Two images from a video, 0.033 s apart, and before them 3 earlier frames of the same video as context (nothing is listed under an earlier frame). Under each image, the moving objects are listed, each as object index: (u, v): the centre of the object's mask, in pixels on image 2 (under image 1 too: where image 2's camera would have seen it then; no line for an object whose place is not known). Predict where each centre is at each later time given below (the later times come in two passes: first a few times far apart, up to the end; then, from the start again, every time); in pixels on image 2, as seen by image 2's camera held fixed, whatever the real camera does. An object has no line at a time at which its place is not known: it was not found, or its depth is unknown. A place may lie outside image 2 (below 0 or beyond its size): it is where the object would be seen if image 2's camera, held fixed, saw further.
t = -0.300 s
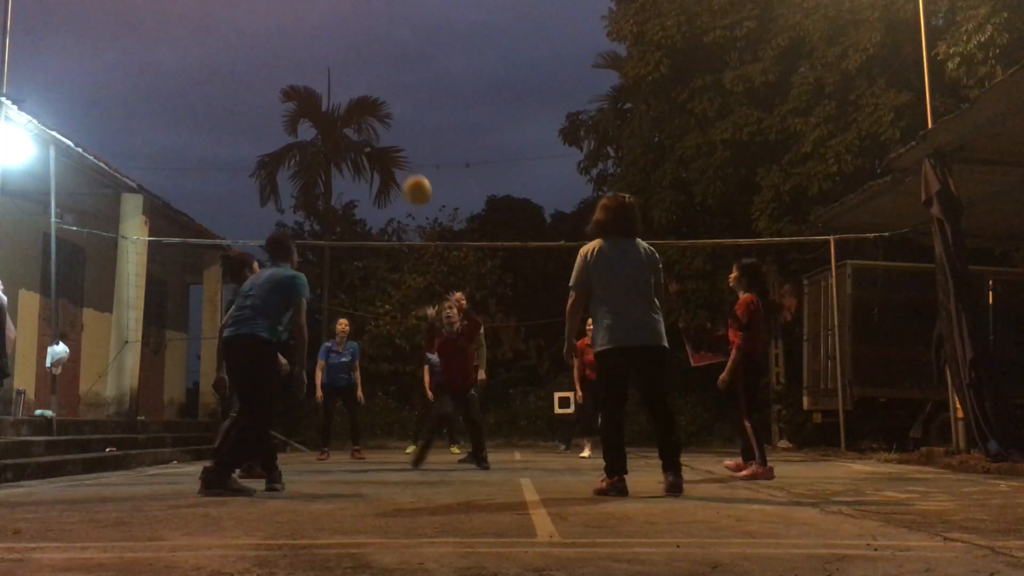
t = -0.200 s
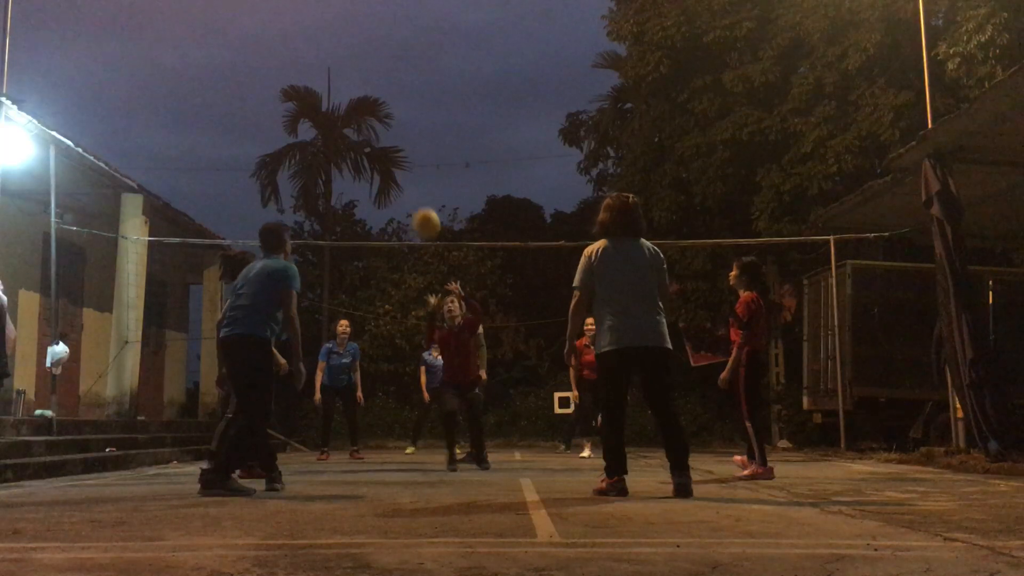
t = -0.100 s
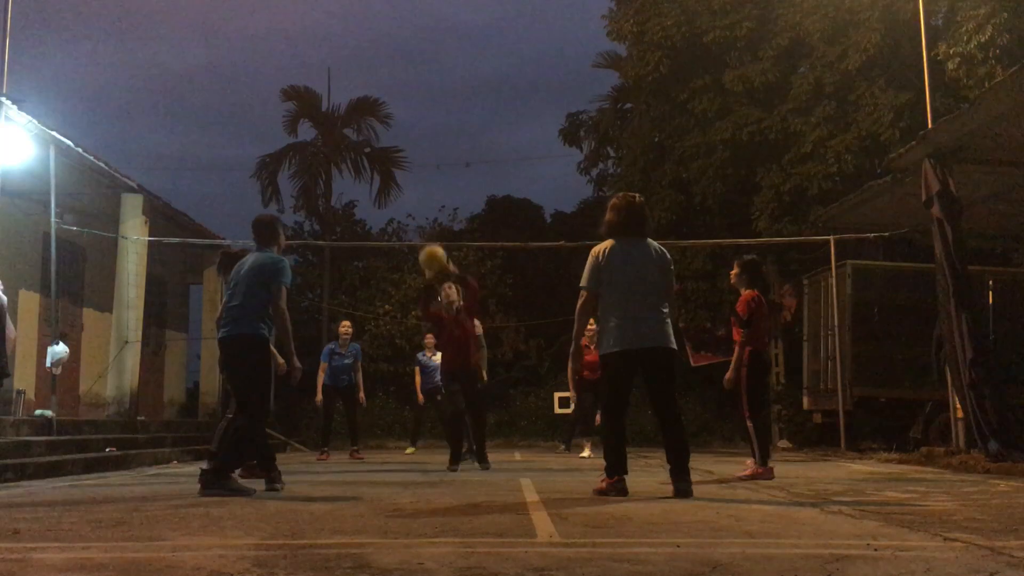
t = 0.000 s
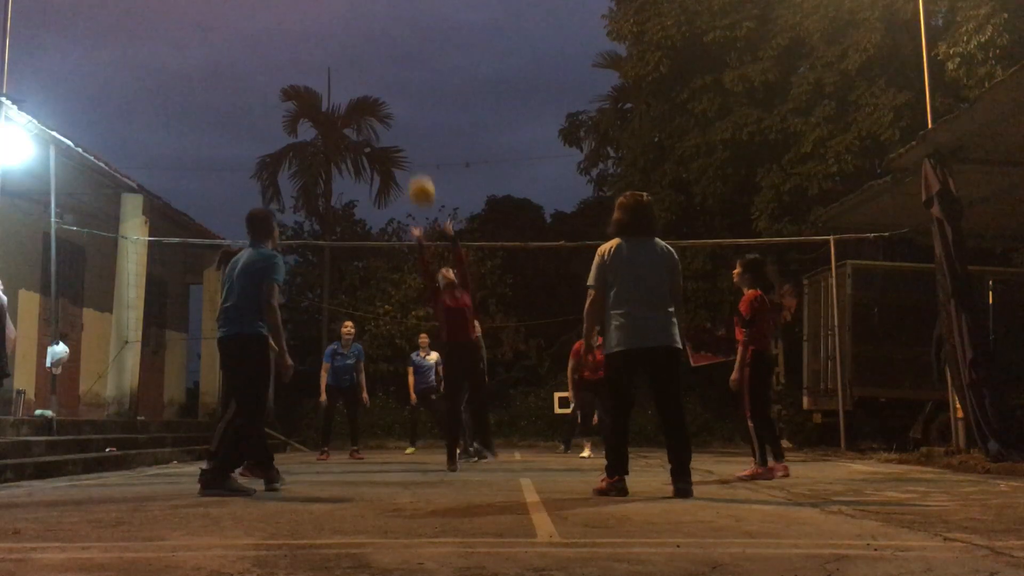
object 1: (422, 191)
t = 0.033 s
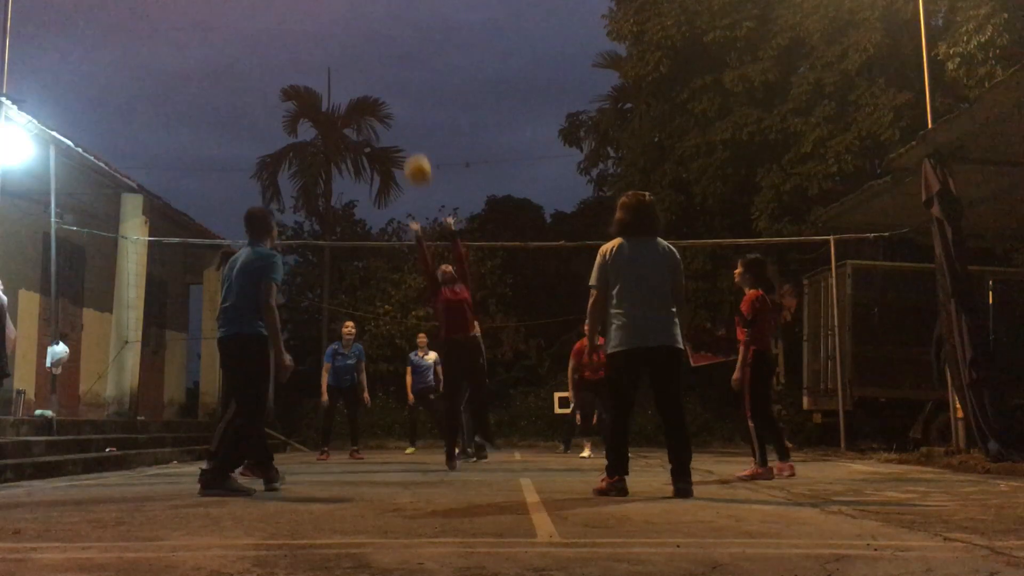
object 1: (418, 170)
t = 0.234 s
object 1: (396, 71)
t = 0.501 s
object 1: (371, 15)
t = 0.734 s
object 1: (349, 29)
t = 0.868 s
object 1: (336, 64)
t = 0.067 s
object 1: (414, 149)
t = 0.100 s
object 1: (410, 130)
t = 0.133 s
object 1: (406, 114)
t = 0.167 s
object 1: (403, 98)
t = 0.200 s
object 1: (399, 84)
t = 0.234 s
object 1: (396, 71)
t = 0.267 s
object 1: (393, 60)
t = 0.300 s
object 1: (390, 50)
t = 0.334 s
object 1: (387, 42)
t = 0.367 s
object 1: (383, 34)
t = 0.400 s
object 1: (380, 27)
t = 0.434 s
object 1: (377, 22)
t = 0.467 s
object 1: (374, 18)
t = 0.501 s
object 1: (371, 15)
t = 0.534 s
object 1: (367, 13)
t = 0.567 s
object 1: (364, 13)
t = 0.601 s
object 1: (361, 14)
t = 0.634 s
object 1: (358, 16)
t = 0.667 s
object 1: (355, 19)
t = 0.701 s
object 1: (352, 24)
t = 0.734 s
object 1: (349, 29)
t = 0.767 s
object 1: (346, 37)
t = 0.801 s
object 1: (342, 45)
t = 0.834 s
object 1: (339, 54)
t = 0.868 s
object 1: (336, 64)
